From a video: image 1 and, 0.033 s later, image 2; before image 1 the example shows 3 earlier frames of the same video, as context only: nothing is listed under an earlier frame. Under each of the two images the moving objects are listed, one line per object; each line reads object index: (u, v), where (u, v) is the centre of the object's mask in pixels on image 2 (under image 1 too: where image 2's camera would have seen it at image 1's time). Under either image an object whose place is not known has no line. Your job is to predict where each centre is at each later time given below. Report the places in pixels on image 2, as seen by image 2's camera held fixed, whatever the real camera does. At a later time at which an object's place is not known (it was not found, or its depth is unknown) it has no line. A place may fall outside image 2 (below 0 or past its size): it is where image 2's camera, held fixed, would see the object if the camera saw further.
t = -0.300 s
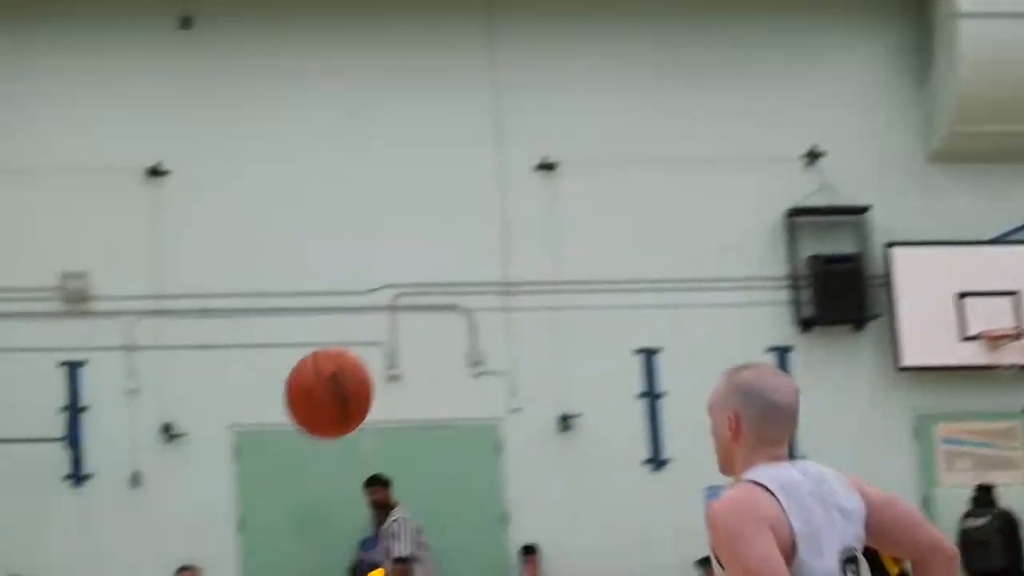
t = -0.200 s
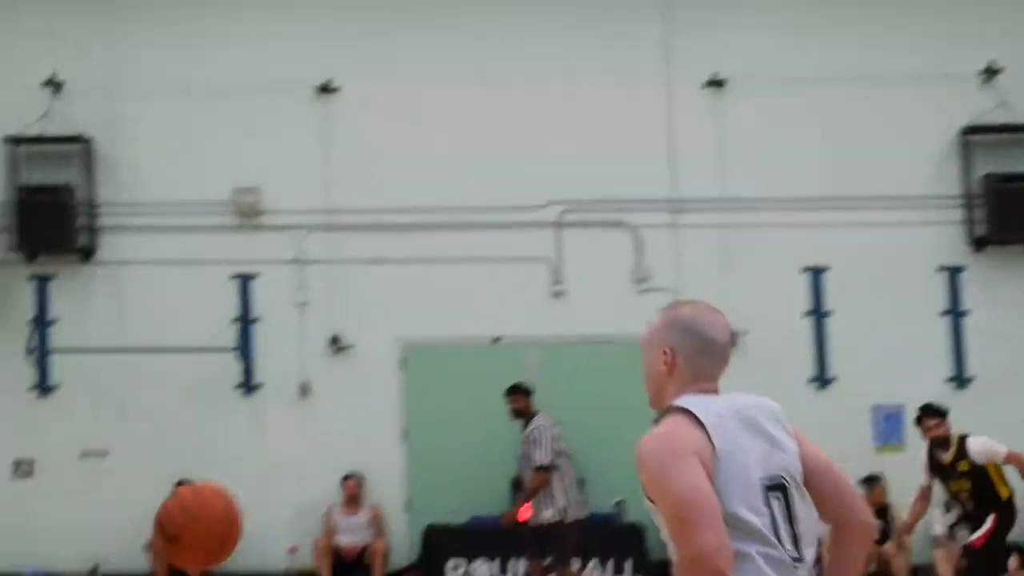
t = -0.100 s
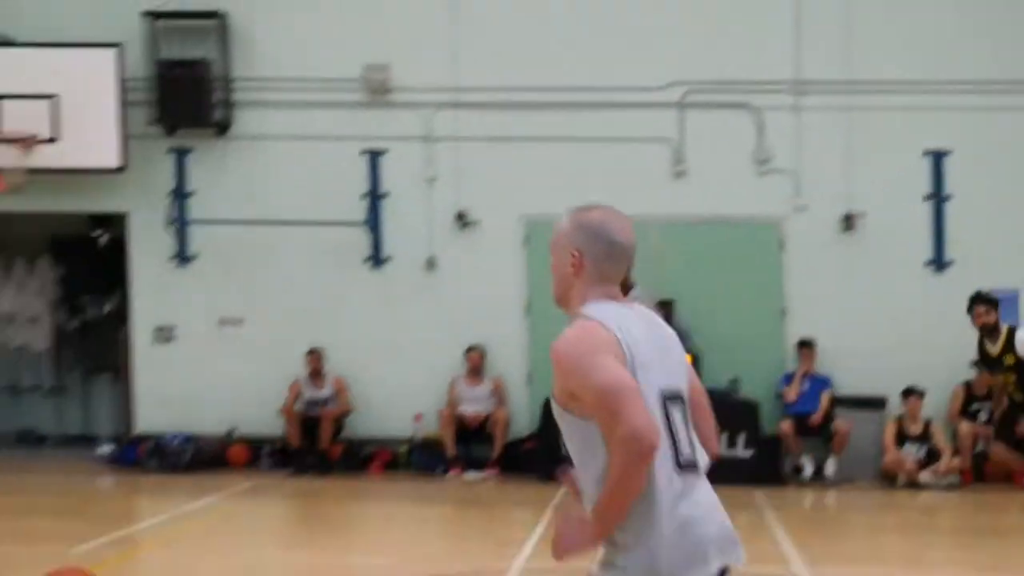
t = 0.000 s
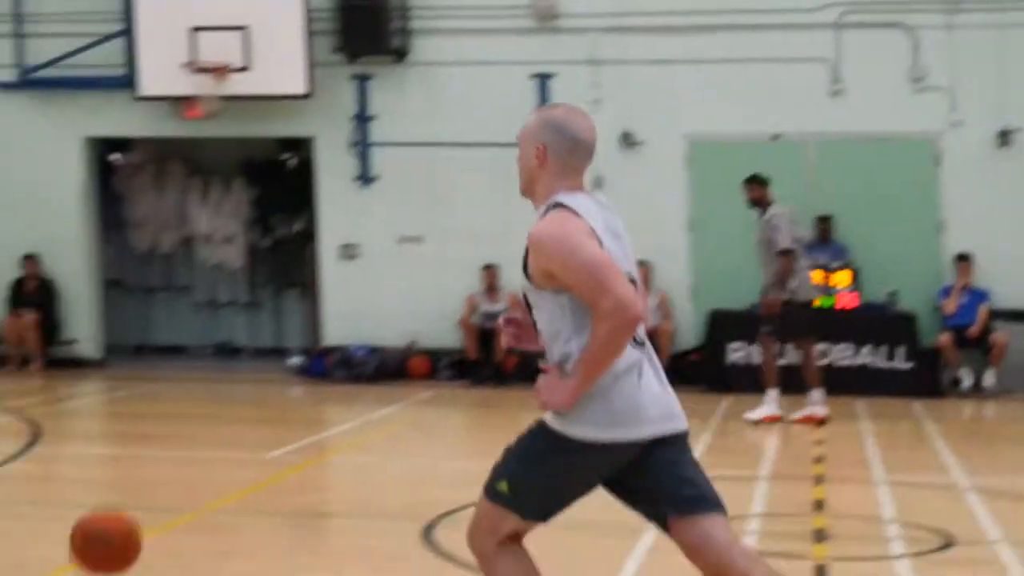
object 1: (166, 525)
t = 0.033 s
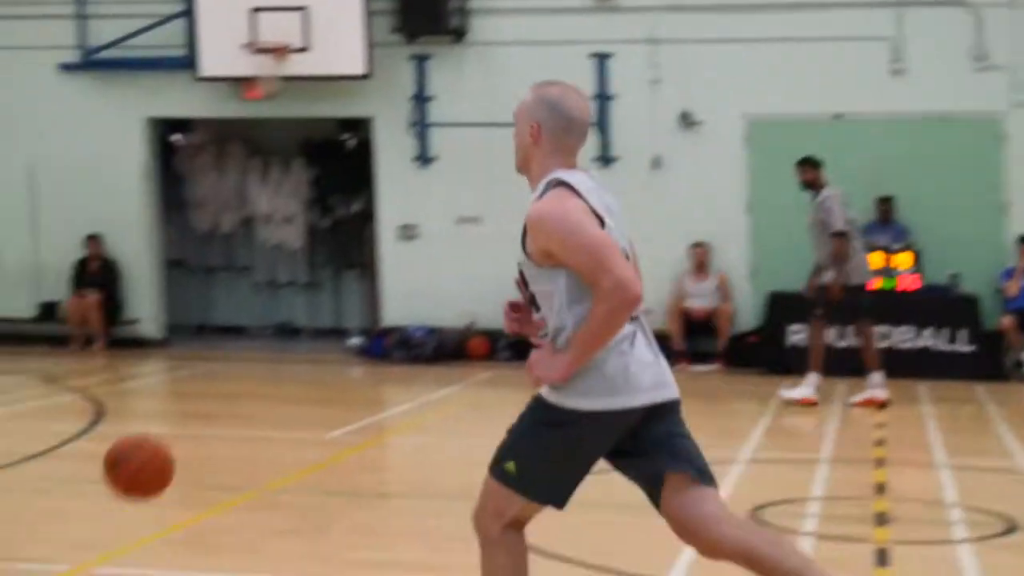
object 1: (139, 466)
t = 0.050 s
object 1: (122, 441)
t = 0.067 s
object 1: (106, 413)
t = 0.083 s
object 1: (94, 388)
